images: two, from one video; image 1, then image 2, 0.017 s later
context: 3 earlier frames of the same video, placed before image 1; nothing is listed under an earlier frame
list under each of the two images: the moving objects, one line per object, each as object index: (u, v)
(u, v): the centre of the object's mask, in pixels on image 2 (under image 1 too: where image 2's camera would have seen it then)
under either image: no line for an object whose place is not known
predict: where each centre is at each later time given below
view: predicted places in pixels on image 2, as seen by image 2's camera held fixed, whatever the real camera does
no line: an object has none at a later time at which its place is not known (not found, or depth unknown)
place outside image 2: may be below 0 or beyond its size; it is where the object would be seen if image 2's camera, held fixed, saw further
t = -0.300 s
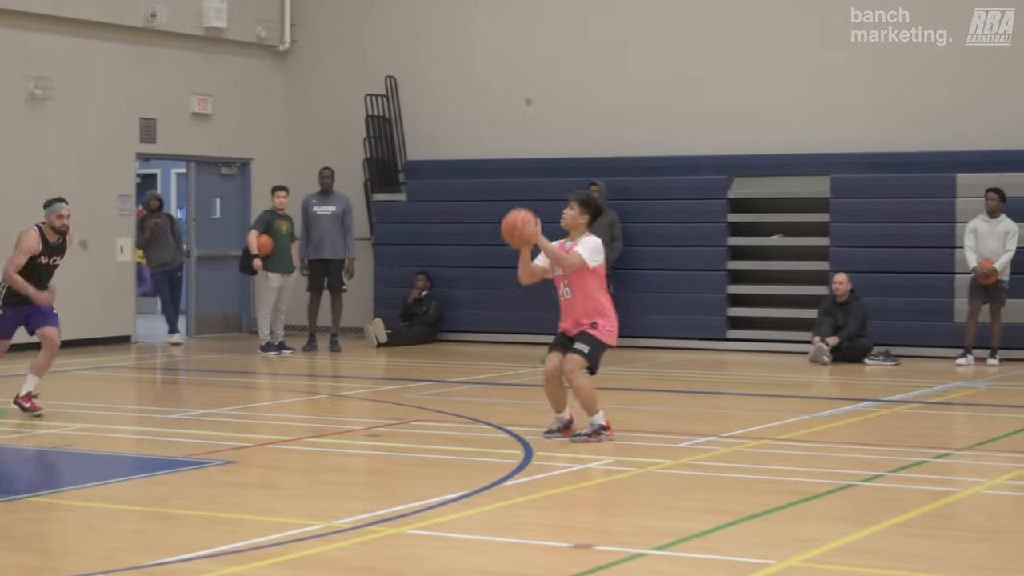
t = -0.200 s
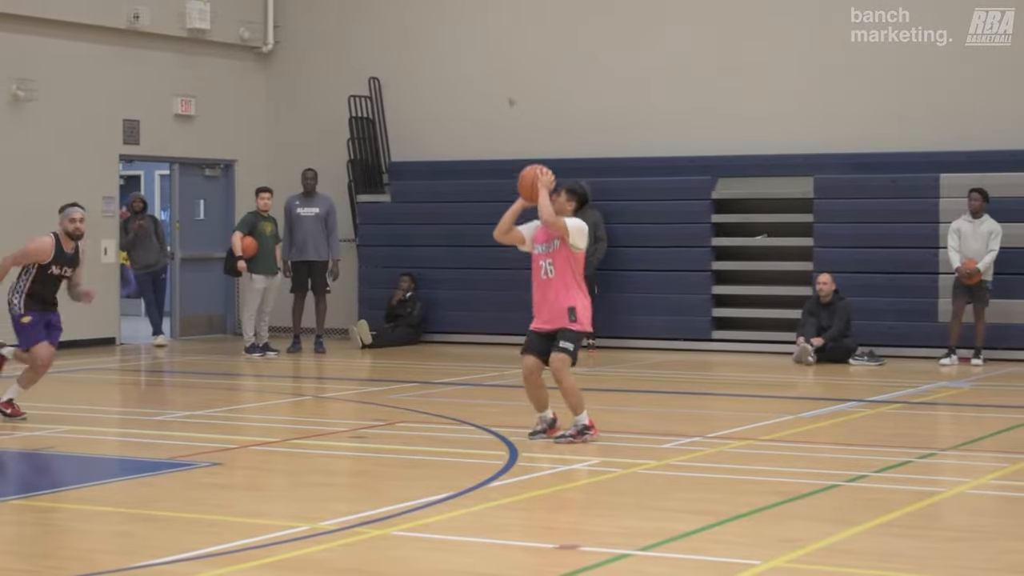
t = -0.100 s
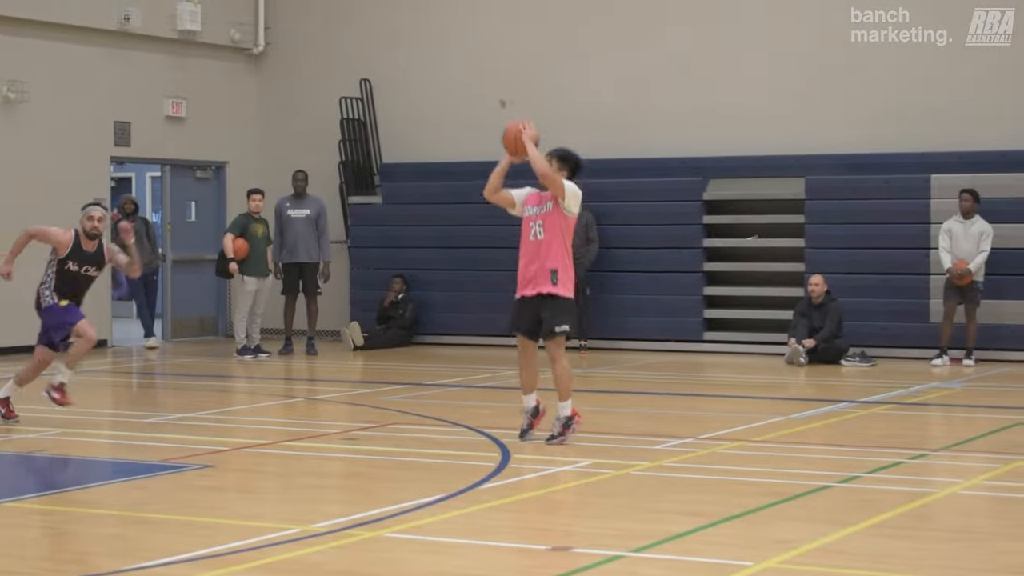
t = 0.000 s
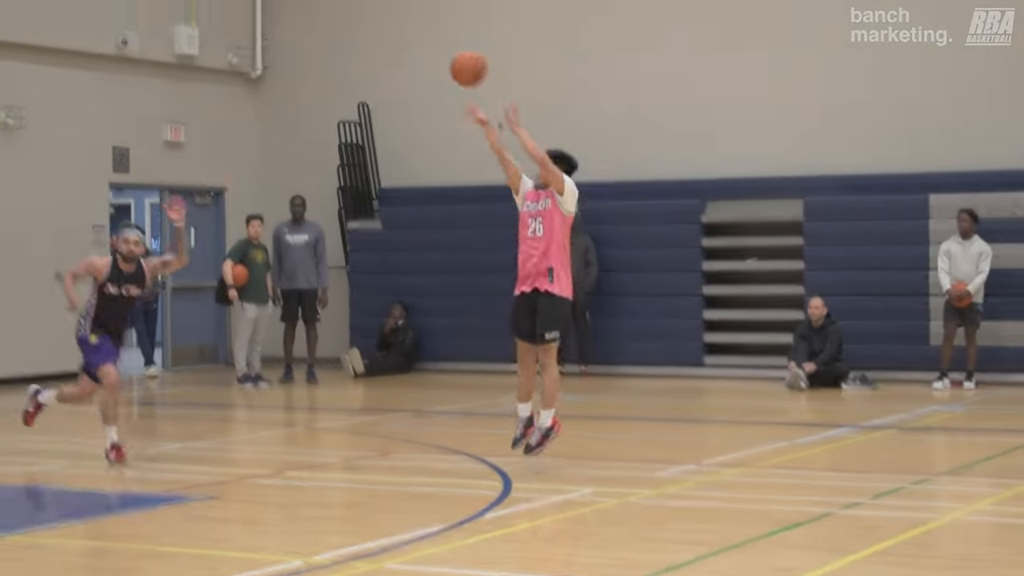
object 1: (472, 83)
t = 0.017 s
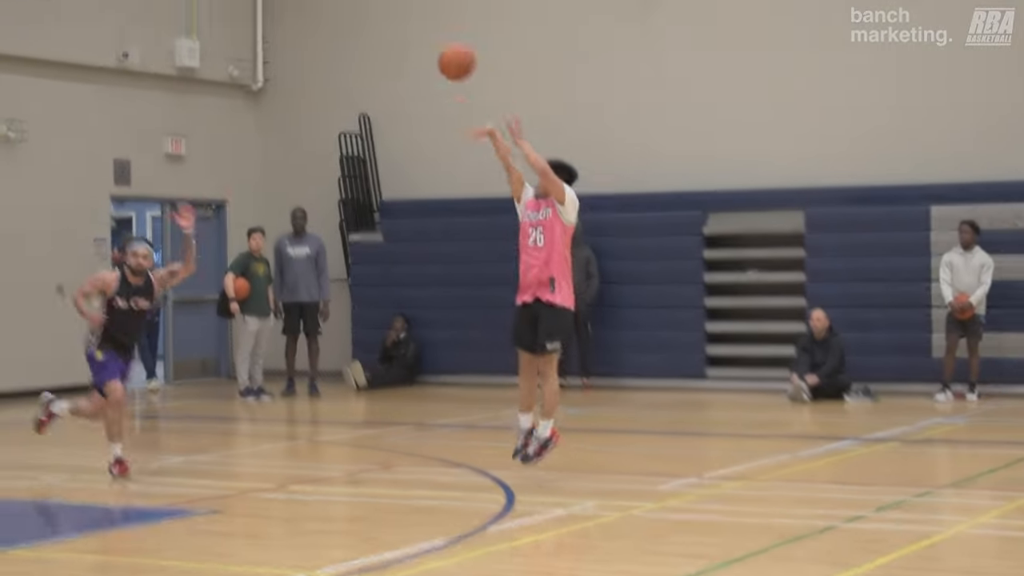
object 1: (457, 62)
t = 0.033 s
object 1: (439, 43)
